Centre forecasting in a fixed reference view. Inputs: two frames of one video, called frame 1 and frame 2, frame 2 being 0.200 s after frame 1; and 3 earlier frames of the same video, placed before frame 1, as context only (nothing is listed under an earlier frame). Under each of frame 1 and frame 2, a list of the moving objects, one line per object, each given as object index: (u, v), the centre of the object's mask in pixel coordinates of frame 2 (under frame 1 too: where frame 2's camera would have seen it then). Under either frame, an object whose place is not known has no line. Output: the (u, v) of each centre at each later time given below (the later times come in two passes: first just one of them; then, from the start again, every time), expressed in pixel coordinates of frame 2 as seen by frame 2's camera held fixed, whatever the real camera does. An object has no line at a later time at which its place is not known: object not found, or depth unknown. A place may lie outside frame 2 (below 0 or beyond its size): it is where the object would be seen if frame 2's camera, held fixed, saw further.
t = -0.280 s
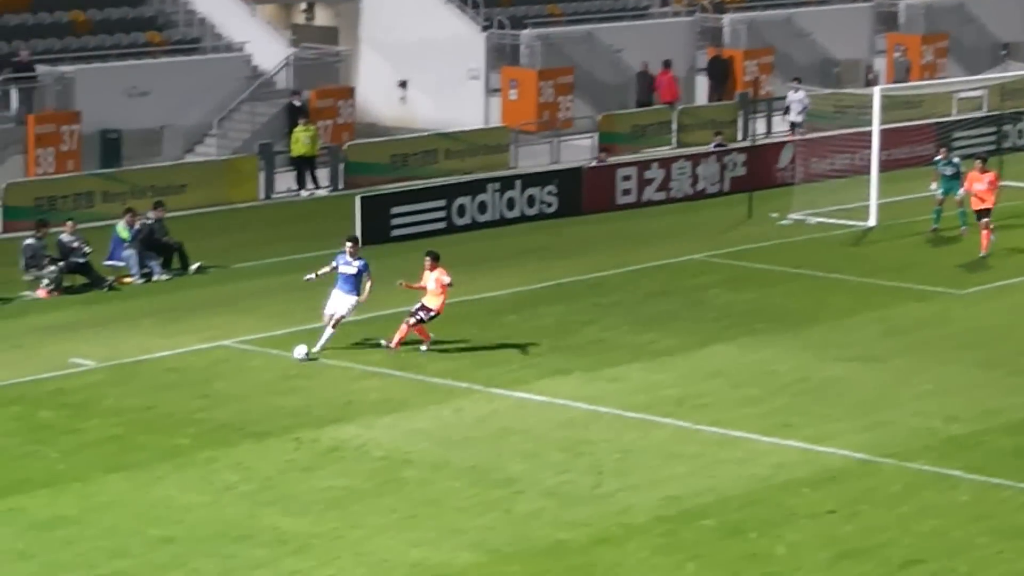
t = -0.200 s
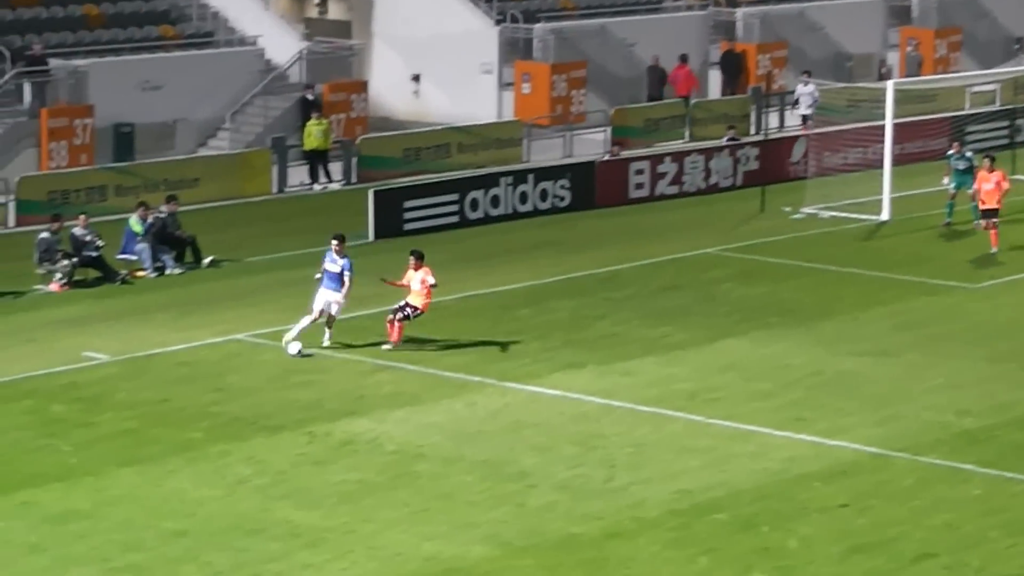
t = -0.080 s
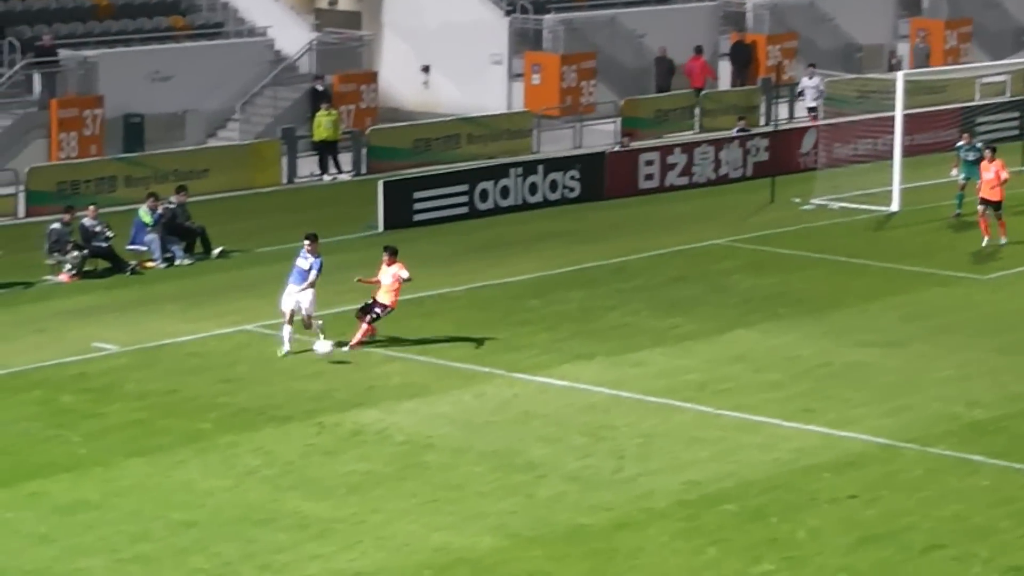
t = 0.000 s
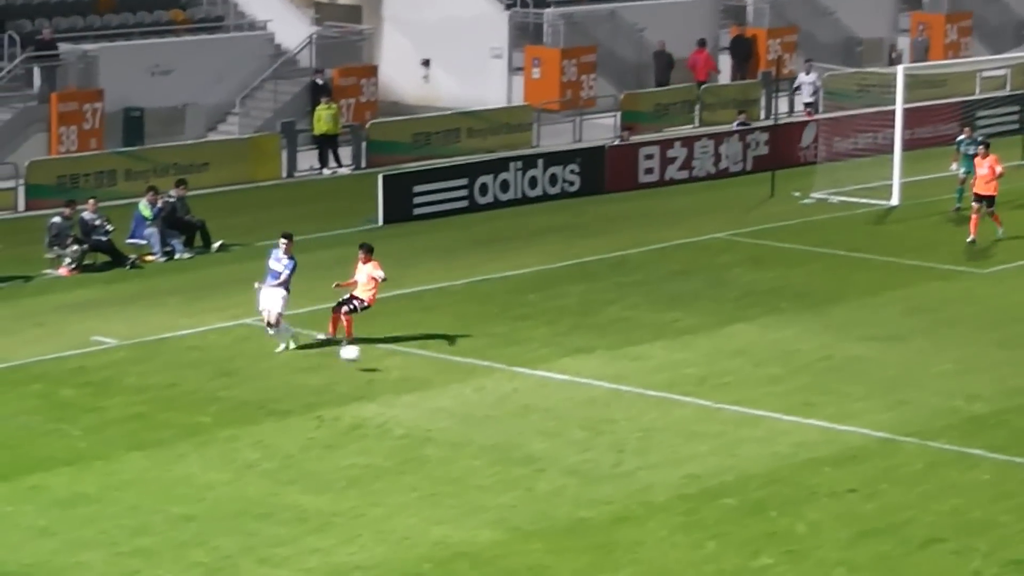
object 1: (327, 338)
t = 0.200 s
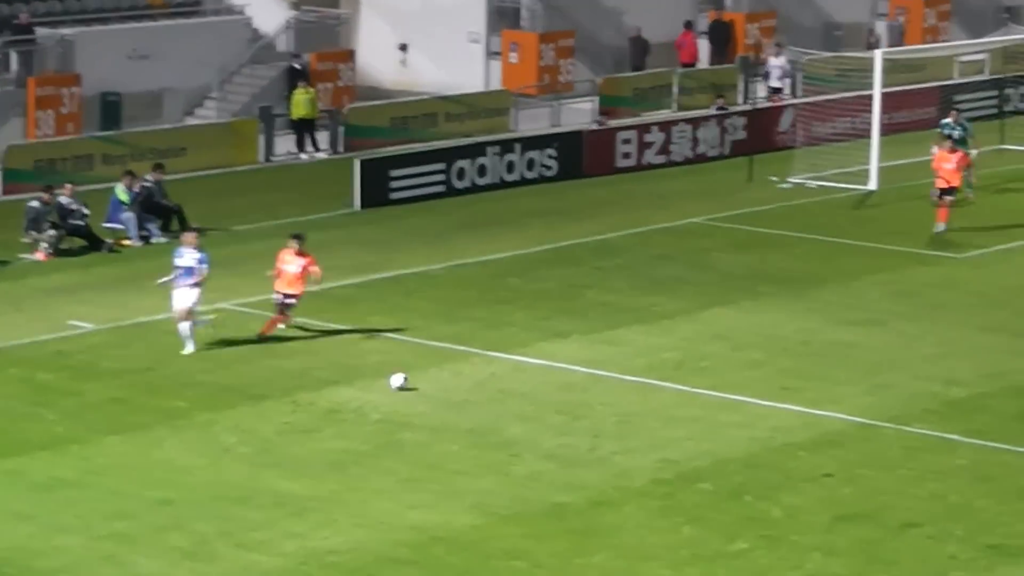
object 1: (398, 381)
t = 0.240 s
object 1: (410, 384)
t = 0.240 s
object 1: (410, 384)
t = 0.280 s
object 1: (423, 388)
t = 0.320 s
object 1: (435, 393)
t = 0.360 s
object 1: (448, 401)
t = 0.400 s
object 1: (461, 409)
